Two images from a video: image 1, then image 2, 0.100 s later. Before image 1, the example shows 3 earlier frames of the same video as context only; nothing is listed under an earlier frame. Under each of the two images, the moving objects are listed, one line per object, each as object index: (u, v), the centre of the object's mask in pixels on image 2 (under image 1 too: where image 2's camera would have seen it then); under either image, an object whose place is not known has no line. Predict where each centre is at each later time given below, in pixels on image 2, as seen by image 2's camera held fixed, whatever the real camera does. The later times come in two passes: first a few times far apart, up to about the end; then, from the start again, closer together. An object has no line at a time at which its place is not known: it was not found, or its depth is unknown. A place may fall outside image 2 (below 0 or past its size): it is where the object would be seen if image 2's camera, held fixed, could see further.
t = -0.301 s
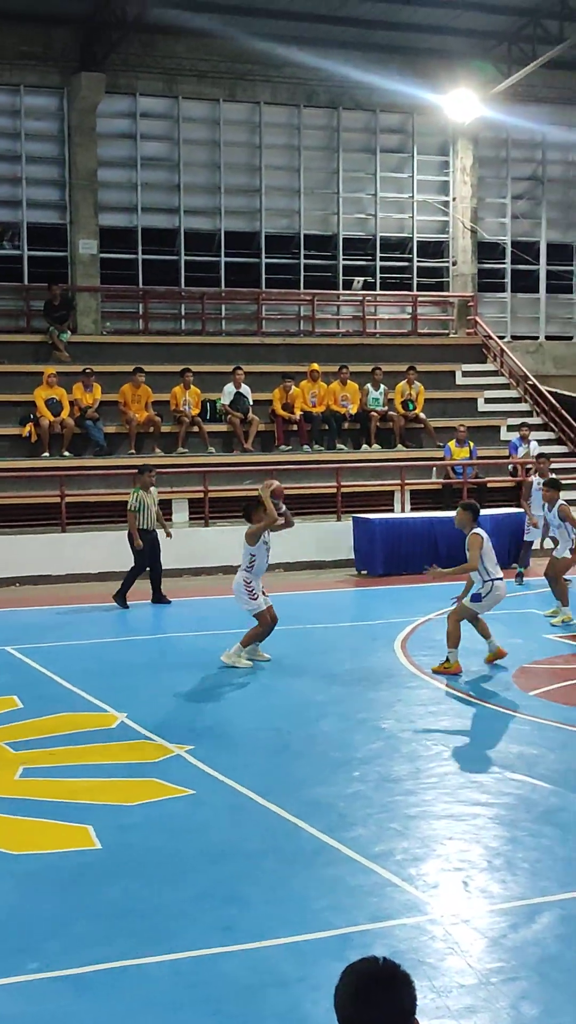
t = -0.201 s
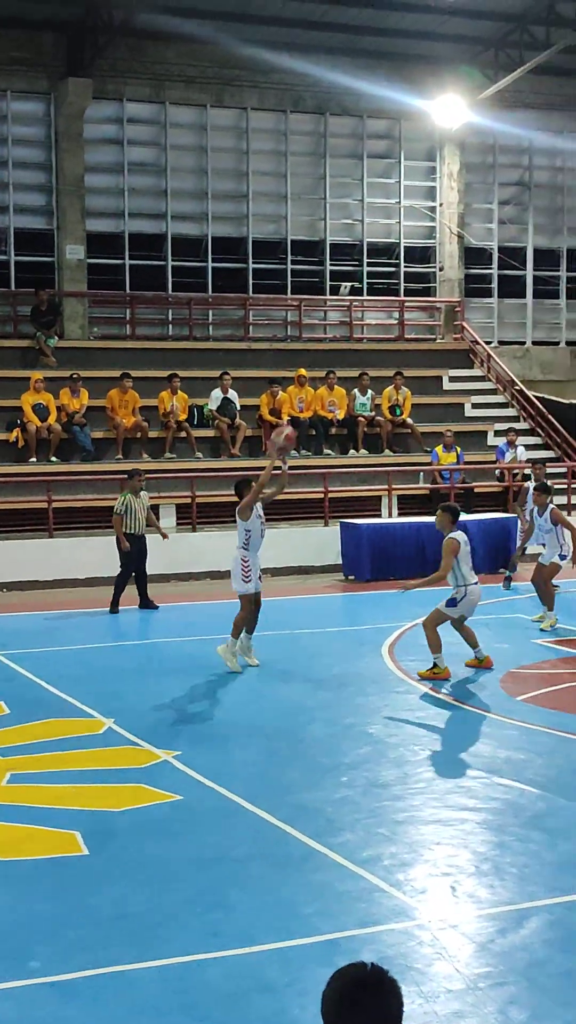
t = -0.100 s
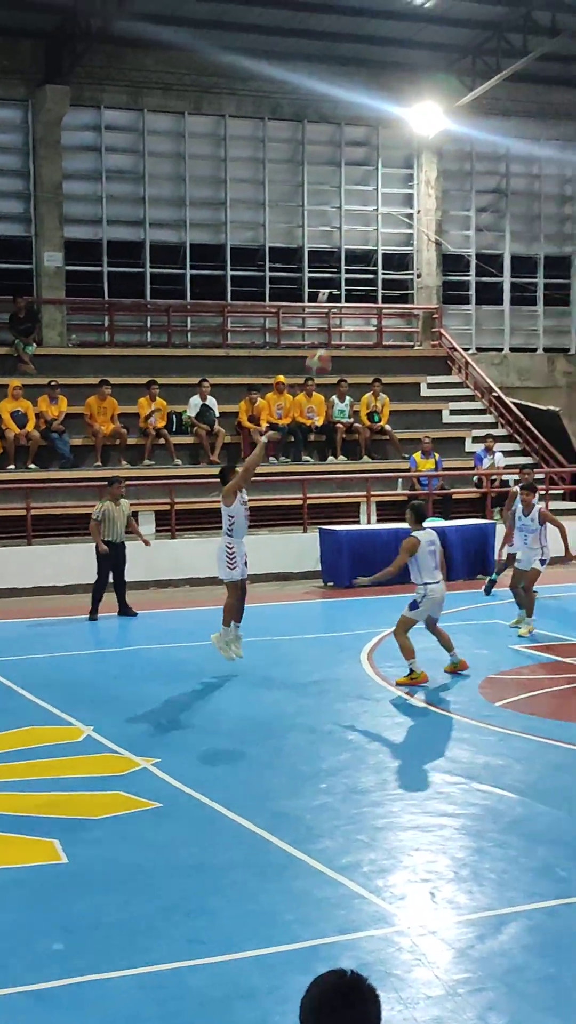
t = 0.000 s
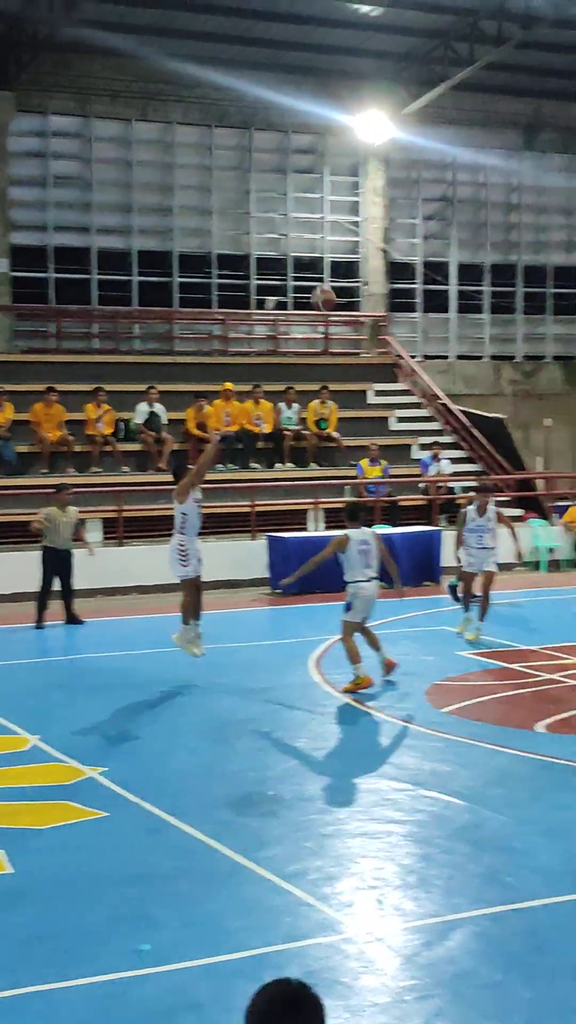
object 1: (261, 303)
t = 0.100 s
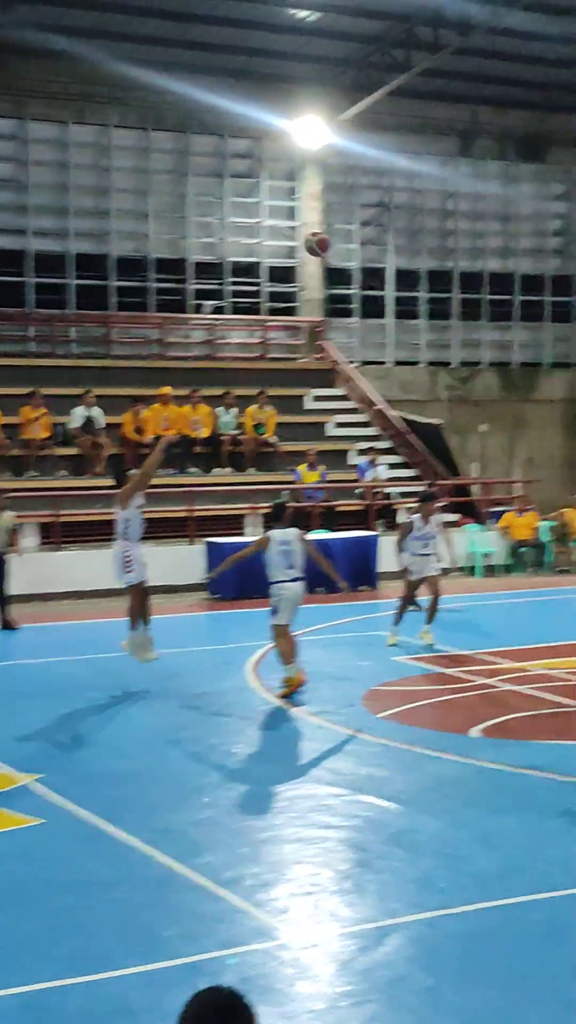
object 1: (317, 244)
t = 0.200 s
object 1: (372, 195)
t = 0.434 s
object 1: (497, 125)
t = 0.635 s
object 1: (601, 114)
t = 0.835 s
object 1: (698, 142)
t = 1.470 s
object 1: (855, 328)
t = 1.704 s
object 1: (757, 337)
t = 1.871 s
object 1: (687, 375)
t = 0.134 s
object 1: (336, 226)
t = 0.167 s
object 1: (354, 210)
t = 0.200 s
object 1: (372, 195)
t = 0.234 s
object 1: (390, 181)
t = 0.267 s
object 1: (408, 168)
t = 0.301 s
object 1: (426, 153)
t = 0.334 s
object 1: (444, 147)
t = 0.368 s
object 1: (461, 138)
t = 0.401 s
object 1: (478, 130)
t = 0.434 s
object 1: (497, 125)
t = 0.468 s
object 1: (514, 119)
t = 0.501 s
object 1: (530, 115)
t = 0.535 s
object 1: (547, 113)
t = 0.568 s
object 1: (567, 112)
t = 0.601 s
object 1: (584, 112)
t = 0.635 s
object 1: (601, 114)
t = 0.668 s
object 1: (618, 116)
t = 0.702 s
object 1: (634, 119)
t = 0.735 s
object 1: (651, 123)
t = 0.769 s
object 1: (665, 127)
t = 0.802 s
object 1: (683, 135)
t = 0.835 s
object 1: (698, 142)
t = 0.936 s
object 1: (747, 171)
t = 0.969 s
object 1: (762, 183)
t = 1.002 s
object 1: (778, 196)
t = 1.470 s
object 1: (855, 328)
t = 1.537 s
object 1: (827, 325)
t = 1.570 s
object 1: (813, 326)
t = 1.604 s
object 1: (800, 327)
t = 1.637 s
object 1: (785, 330)
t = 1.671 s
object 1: (771, 333)
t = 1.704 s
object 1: (757, 337)
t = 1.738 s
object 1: (743, 343)
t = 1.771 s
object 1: (729, 350)
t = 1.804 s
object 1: (715, 357)
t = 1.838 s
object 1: (702, 366)
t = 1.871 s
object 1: (687, 375)
